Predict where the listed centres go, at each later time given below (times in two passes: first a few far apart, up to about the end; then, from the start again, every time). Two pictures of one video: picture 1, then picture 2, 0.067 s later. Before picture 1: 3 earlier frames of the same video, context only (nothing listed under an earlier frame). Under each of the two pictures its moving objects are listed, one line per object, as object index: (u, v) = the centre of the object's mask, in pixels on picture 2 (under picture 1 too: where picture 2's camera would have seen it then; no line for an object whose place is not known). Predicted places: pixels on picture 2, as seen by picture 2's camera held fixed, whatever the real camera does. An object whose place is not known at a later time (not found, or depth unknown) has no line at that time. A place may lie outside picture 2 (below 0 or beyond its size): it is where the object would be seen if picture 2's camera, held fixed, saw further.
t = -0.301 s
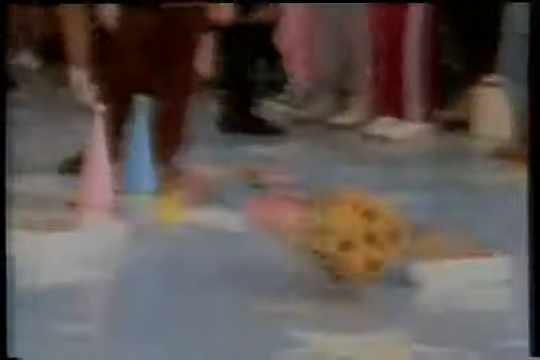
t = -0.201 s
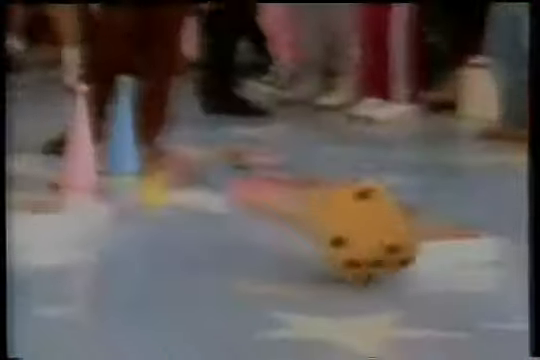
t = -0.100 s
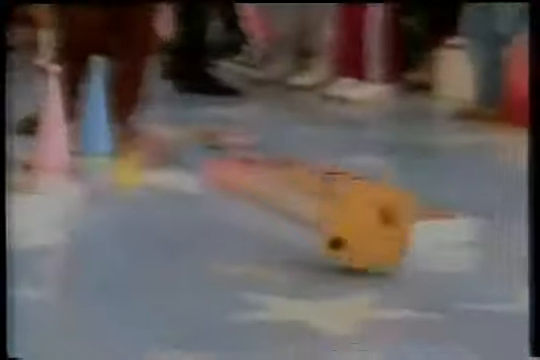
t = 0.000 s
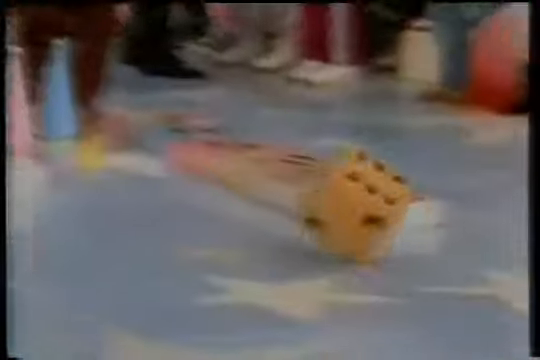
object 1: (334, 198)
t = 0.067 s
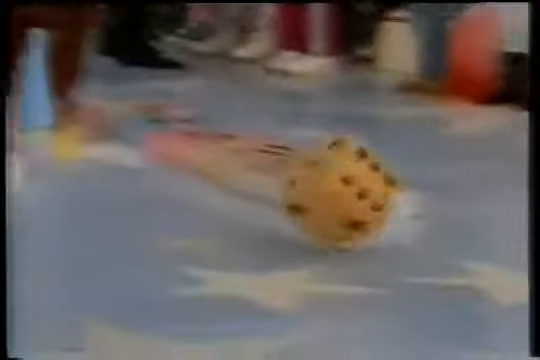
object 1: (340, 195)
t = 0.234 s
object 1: (356, 202)
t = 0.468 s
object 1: (360, 212)
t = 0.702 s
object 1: (341, 220)
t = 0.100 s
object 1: (345, 199)
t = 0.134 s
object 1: (348, 204)
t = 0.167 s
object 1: (351, 206)
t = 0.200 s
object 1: (353, 202)
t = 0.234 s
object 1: (356, 202)
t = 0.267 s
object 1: (359, 203)
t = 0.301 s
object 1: (360, 205)
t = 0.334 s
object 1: (363, 207)
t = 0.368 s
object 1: (362, 206)
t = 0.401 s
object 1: (362, 206)
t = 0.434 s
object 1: (361, 209)
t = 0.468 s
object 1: (360, 212)
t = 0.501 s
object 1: (359, 214)
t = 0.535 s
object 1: (357, 215)
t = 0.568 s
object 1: (355, 217)
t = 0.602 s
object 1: (354, 218)
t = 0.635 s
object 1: (349, 218)
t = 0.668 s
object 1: (345, 219)
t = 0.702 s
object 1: (341, 220)
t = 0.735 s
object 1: (336, 221)
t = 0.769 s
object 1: (330, 222)
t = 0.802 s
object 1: (321, 223)
